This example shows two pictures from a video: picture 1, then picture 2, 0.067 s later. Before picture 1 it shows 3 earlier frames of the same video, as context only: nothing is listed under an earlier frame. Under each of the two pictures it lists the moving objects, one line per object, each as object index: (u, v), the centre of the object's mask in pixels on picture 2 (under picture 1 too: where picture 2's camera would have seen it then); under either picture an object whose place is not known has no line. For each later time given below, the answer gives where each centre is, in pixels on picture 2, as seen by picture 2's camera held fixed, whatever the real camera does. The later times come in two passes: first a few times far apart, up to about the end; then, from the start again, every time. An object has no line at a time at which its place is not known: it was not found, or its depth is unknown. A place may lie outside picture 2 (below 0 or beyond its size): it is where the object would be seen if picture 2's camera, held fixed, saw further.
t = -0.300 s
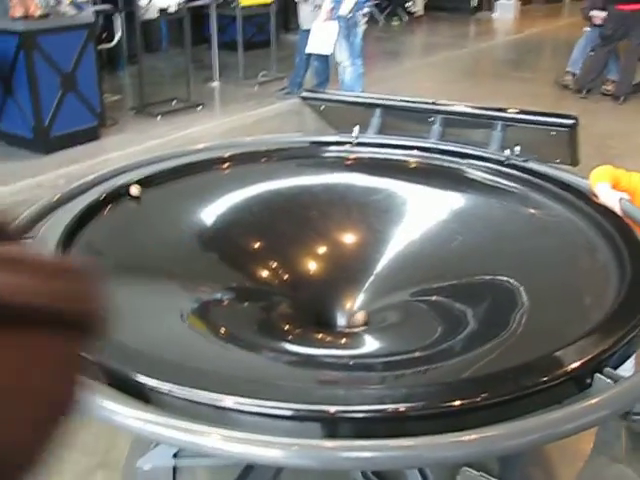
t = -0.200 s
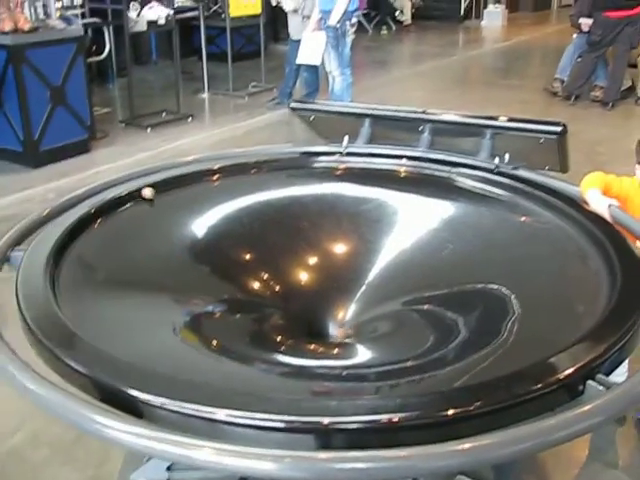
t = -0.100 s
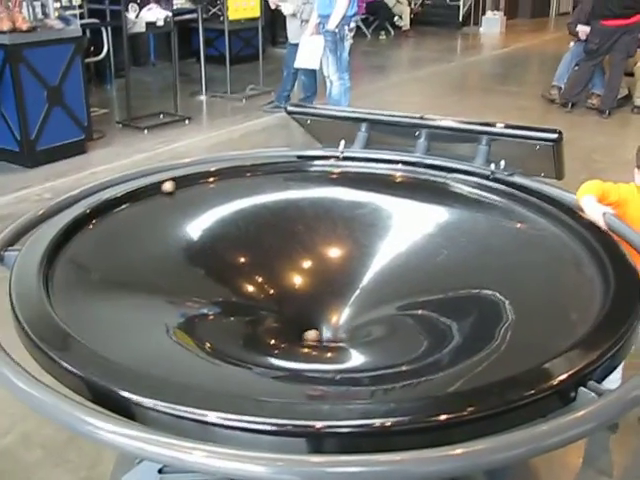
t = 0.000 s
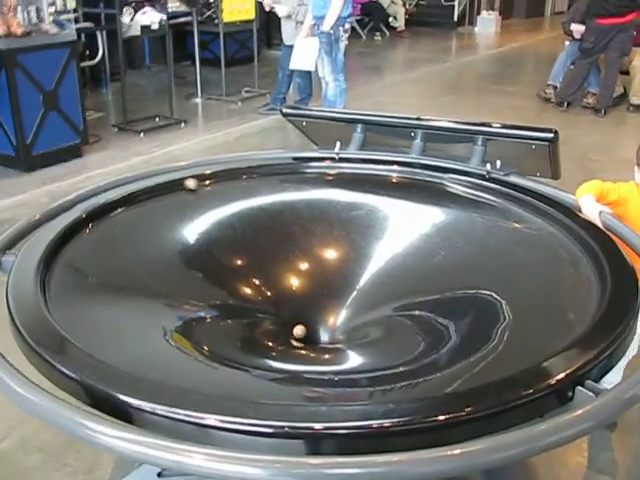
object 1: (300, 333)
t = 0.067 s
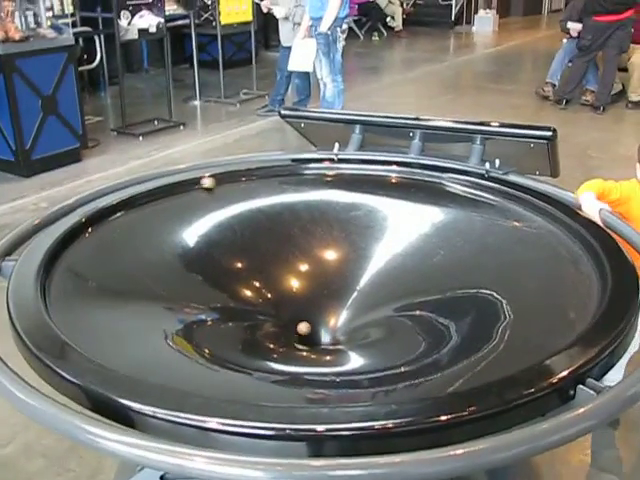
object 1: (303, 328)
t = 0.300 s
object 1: (346, 332)
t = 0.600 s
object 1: (305, 337)
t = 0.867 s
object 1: (346, 328)
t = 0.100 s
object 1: (308, 327)
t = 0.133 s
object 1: (315, 325)
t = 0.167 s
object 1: (326, 324)
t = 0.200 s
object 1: (336, 328)
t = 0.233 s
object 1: (342, 329)
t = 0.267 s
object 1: (345, 329)
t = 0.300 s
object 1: (346, 332)
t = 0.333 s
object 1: (346, 335)
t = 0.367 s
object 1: (343, 336)
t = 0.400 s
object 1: (339, 338)
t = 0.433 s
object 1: (335, 339)
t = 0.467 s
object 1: (326, 339)
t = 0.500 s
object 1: (316, 340)
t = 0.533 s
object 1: (312, 340)
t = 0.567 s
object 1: (307, 339)
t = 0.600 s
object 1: (305, 337)
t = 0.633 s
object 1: (306, 333)
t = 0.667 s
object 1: (309, 330)
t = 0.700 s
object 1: (315, 326)
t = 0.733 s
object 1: (322, 324)
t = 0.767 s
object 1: (330, 323)
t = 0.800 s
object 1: (340, 325)
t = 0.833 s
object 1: (343, 326)
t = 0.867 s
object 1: (346, 328)
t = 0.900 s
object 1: (346, 329)
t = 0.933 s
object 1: (345, 334)
